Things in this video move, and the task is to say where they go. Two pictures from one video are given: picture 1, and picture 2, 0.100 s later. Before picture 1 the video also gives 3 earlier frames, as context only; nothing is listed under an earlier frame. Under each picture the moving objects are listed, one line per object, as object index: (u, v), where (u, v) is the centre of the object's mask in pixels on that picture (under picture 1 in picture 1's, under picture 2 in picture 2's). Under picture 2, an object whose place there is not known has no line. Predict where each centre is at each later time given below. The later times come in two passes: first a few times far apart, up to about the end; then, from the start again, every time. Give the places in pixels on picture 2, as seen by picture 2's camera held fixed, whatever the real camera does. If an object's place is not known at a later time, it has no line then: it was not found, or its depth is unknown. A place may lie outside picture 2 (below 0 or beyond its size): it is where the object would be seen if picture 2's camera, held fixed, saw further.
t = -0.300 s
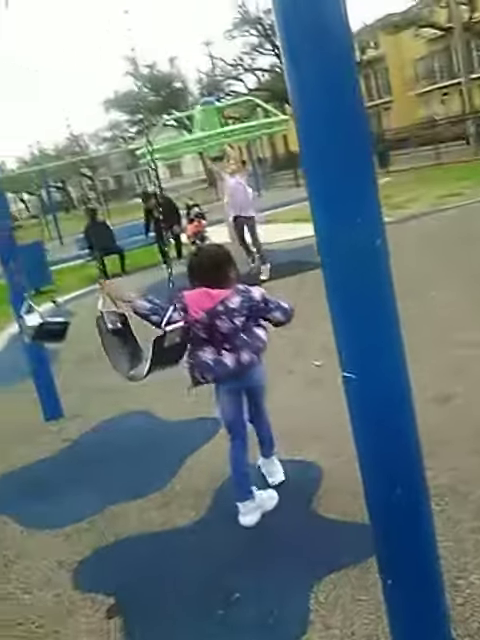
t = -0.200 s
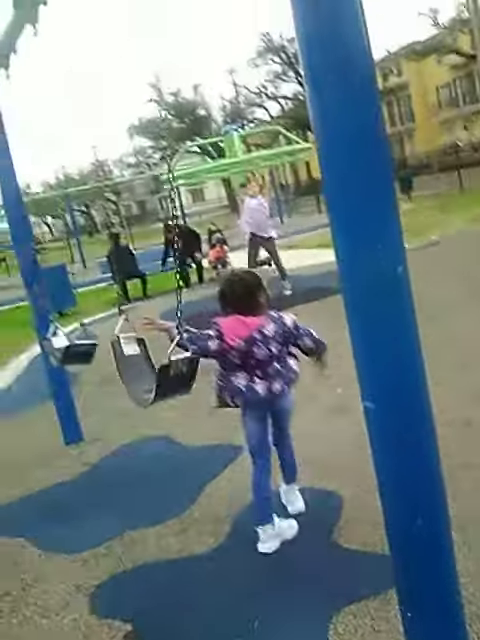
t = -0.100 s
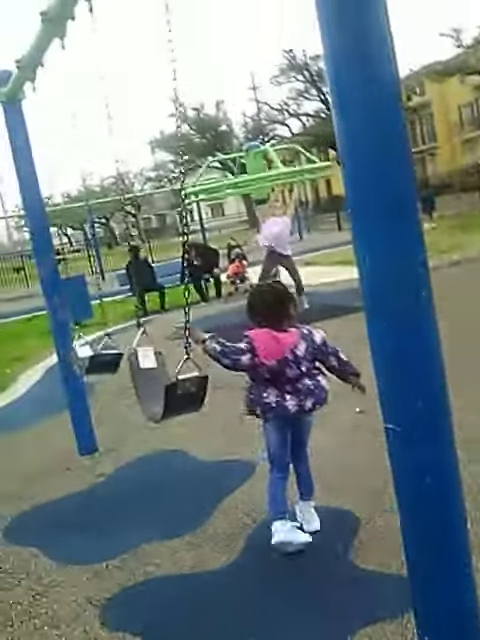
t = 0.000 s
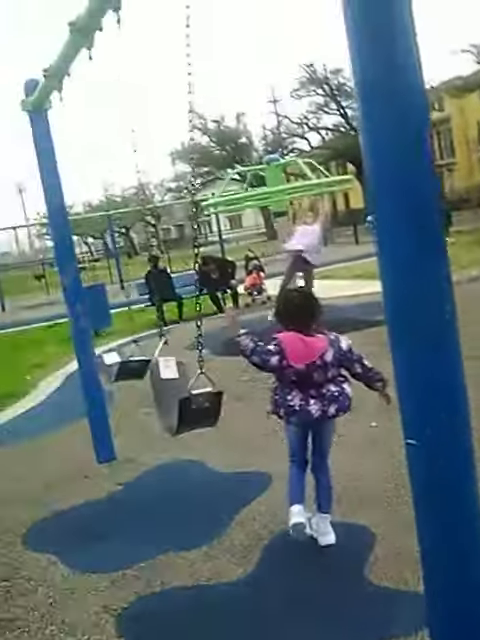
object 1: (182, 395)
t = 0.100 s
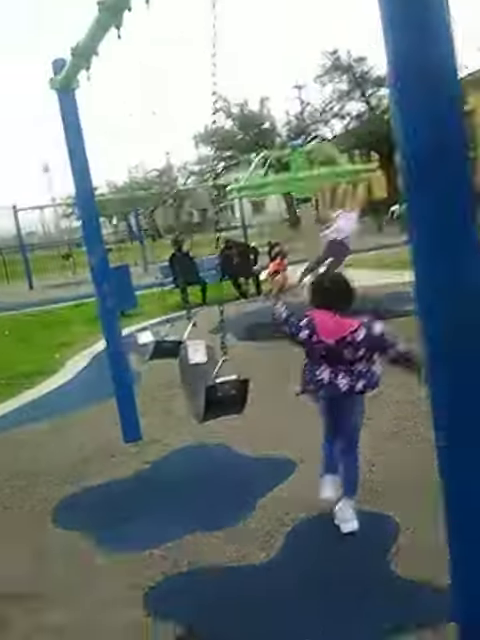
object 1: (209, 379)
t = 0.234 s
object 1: (217, 385)
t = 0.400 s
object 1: (228, 386)
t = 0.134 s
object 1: (211, 381)
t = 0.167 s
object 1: (214, 383)
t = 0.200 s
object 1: (216, 384)
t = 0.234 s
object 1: (217, 385)
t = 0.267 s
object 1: (217, 385)
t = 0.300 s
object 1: (219, 386)
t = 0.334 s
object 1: (222, 387)
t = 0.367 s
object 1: (225, 386)
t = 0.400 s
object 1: (228, 386)
